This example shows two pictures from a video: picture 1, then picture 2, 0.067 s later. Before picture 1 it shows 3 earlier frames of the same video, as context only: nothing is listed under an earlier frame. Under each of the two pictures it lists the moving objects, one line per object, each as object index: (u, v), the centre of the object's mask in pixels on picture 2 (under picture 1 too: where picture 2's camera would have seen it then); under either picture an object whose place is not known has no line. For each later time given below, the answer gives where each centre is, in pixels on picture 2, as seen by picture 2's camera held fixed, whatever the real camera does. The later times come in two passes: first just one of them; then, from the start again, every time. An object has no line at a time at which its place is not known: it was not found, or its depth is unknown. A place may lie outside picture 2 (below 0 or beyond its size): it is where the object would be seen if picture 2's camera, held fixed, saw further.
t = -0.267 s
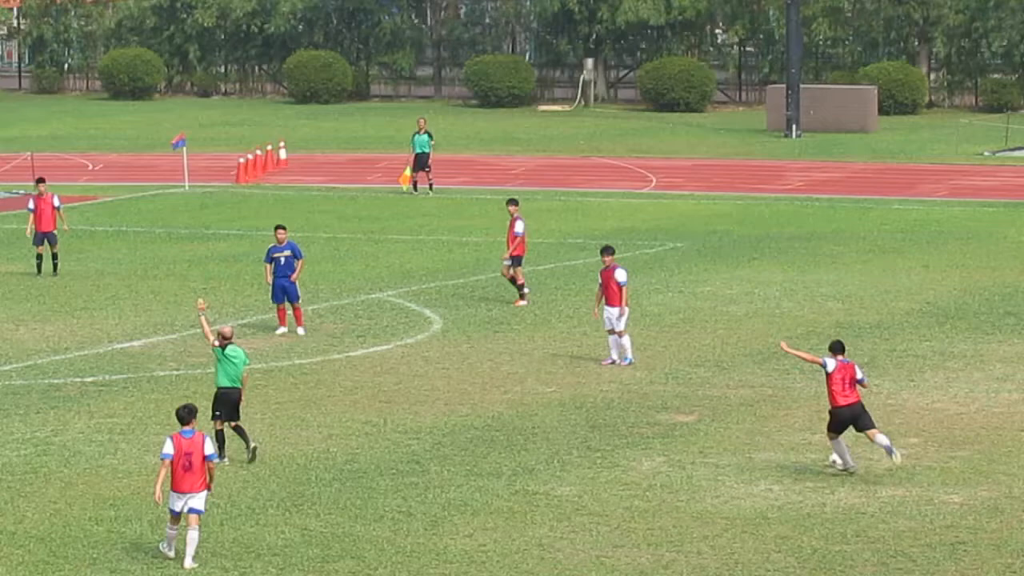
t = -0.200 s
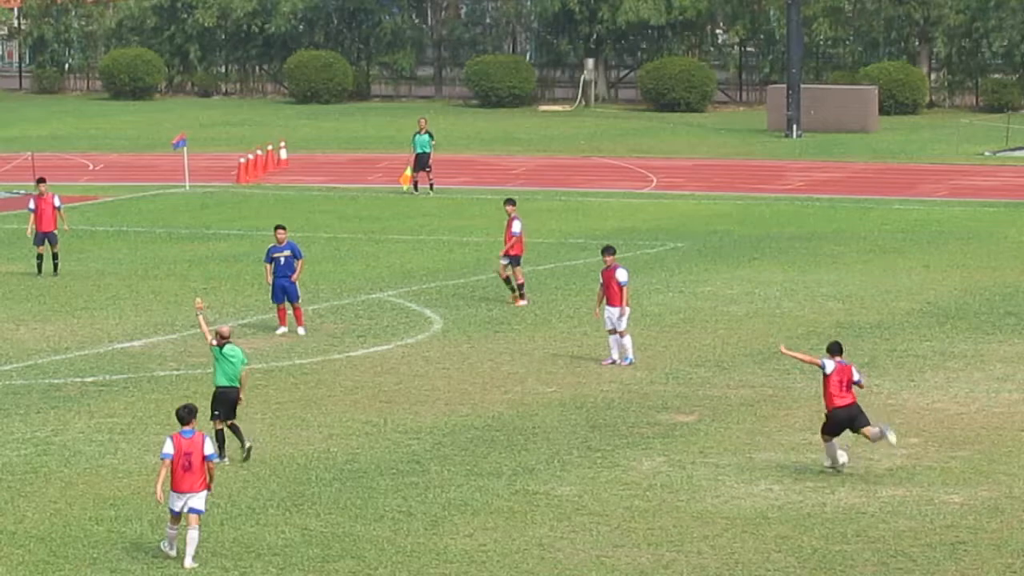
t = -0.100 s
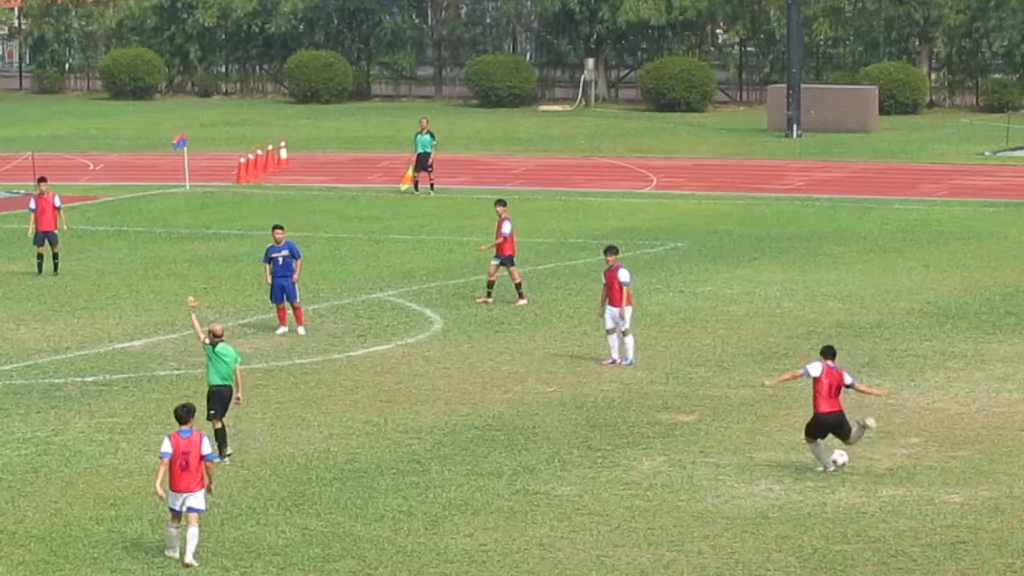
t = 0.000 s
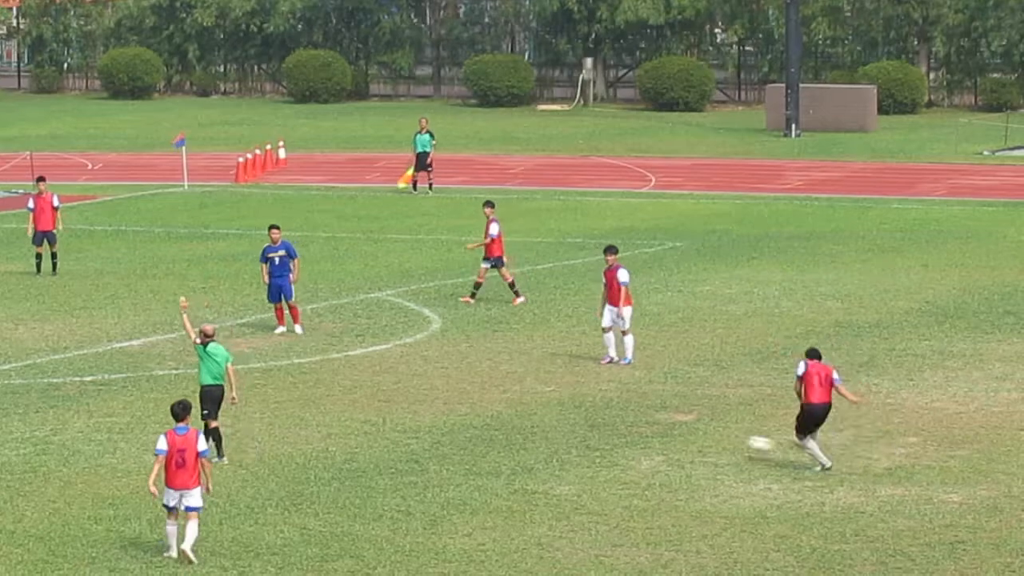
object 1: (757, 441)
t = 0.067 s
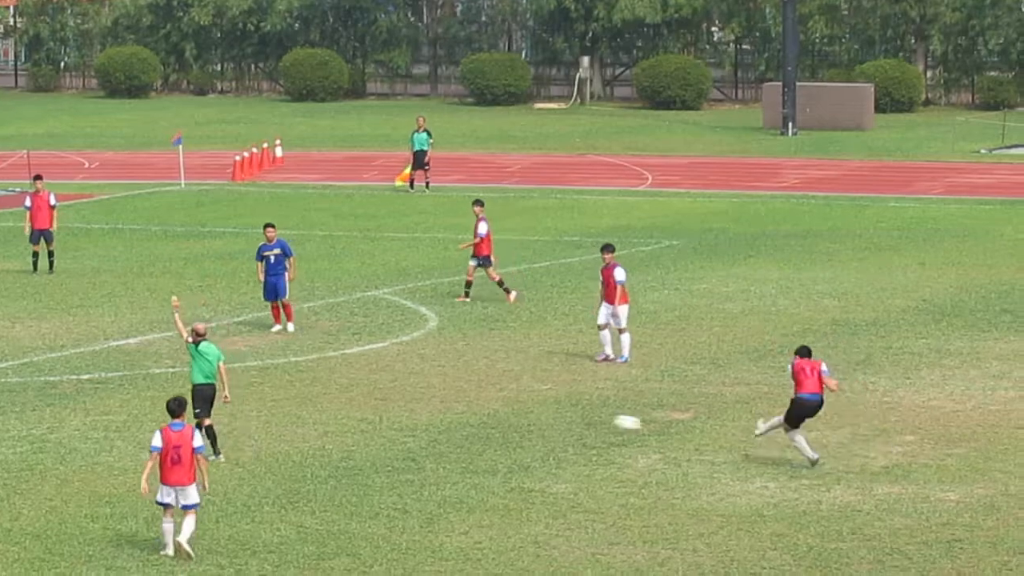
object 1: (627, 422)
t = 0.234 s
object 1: (326, 391)
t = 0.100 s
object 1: (563, 414)
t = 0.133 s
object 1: (503, 406)
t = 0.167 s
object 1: (443, 399)
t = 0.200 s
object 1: (384, 394)
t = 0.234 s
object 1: (326, 391)
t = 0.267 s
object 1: (269, 387)
